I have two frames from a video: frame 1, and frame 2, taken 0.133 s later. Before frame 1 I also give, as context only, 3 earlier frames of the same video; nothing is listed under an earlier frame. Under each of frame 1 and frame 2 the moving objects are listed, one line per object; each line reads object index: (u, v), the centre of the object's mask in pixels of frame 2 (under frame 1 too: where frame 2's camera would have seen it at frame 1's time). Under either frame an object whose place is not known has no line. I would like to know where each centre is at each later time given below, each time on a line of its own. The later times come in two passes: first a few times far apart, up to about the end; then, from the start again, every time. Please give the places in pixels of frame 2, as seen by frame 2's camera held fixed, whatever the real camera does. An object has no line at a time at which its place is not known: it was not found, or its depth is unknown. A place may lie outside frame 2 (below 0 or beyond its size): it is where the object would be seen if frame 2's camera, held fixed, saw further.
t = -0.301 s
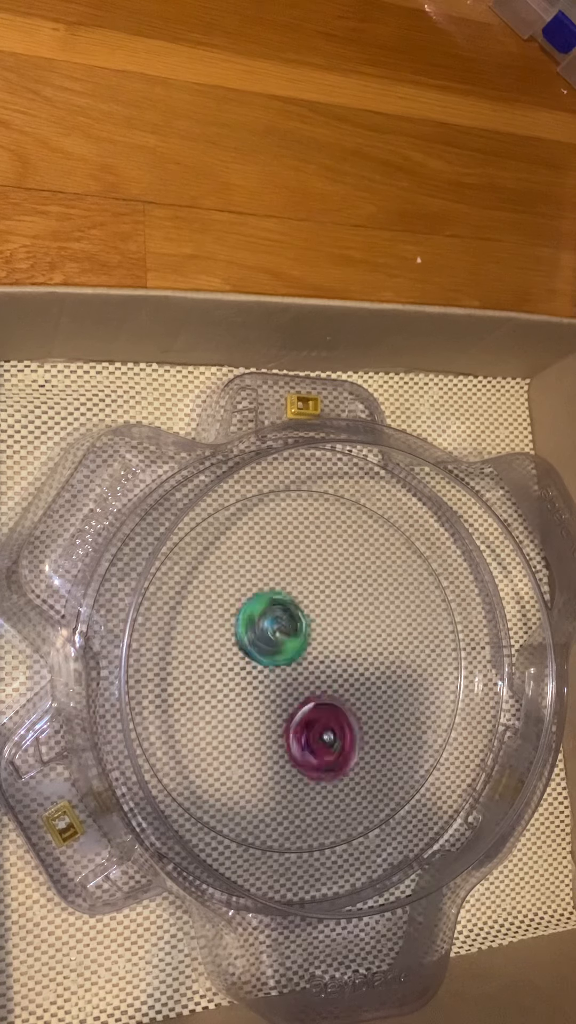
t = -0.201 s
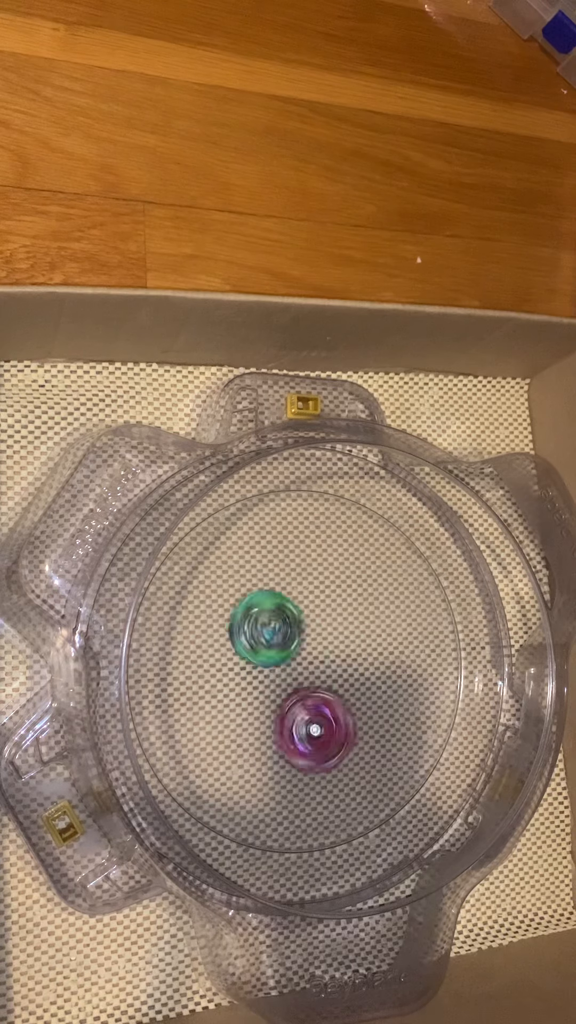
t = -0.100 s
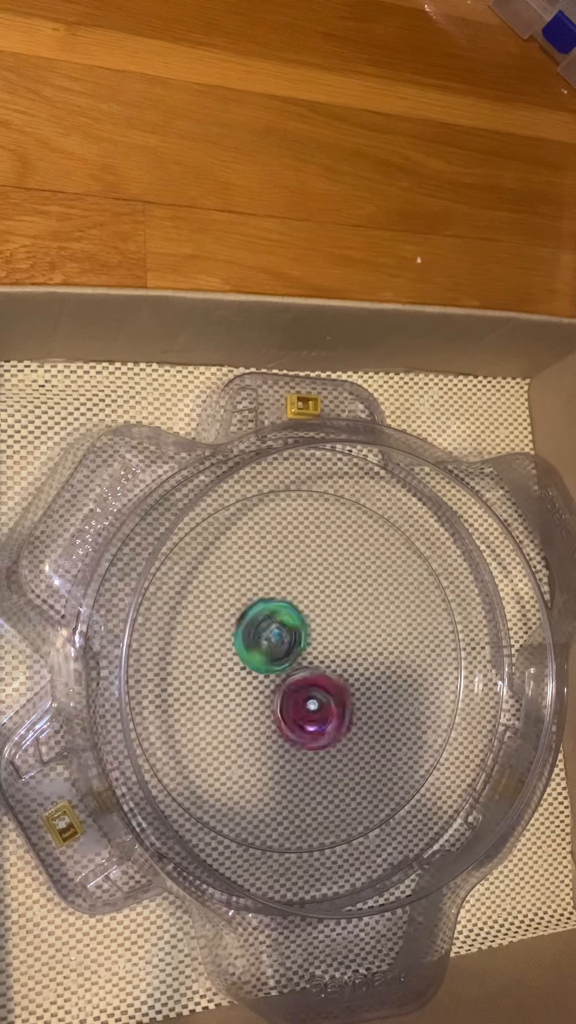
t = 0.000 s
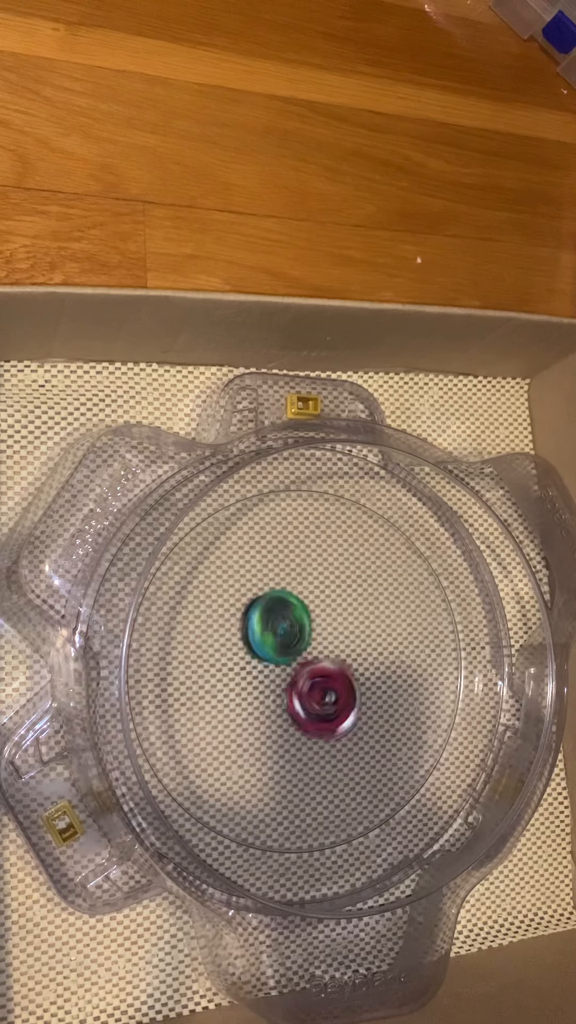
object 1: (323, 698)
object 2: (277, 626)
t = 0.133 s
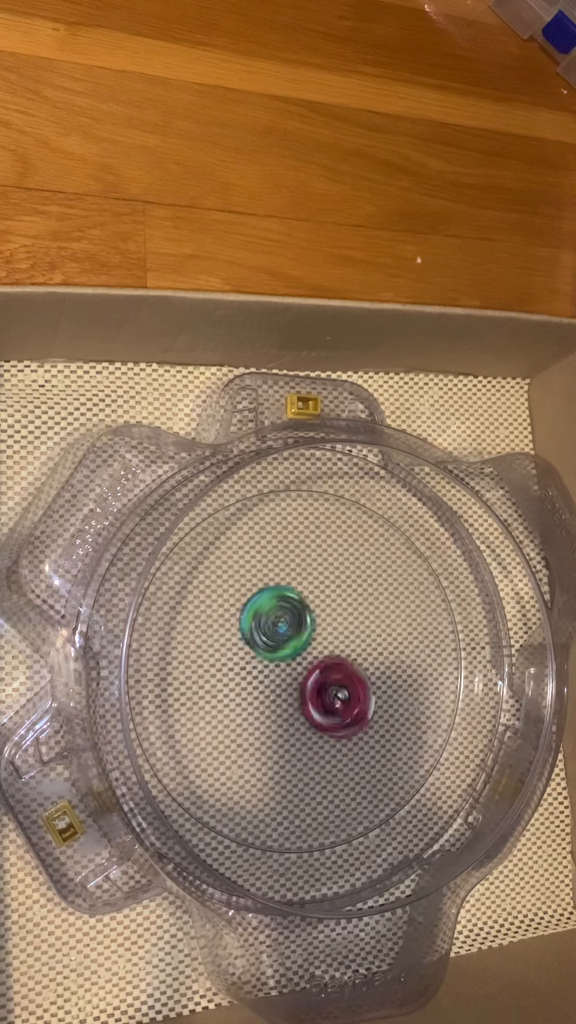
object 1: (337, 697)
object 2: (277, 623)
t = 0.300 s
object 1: (341, 691)
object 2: (283, 631)
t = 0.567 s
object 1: (351, 692)
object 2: (294, 636)
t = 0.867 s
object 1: (344, 689)
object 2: (287, 632)
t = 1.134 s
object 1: (340, 694)
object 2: (287, 638)
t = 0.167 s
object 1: (336, 695)
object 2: (277, 623)
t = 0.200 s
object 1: (334, 697)
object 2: (276, 625)
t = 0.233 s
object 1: (336, 697)
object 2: (278, 628)
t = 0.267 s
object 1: (338, 692)
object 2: (282, 631)
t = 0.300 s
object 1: (341, 691)
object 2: (283, 631)
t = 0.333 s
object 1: (345, 692)
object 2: (282, 631)
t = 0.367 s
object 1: (348, 690)
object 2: (282, 630)
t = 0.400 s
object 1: (349, 691)
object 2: (284, 631)
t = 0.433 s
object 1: (351, 696)
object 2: (285, 632)
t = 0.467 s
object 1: (352, 698)
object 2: (285, 634)
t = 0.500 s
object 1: (353, 697)
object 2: (289, 635)
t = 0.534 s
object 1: (353, 696)
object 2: (293, 635)
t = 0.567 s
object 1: (351, 692)
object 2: (294, 636)
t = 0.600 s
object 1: (348, 692)
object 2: (295, 637)
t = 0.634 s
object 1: (348, 695)
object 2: (292, 633)
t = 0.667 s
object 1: (351, 695)
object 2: (292, 631)
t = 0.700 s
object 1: (351, 693)
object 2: (292, 632)
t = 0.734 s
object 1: (348, 689)
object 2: (291, 633)
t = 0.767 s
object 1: (346, 689)
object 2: (288, 634)
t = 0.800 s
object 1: (345, 690)
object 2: (286, 633)
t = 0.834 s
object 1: (345, 689)
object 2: (286, 631)
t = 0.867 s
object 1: (344, 689)
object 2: (287, 632)
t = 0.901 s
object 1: (343, 690)
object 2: (287, 635)
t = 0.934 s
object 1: (344, 691)
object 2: (286, 639)
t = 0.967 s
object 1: (344, 691)
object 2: (285, 641)
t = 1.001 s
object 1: (344, 691)
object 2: (285, 641)
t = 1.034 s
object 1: (342, 693)
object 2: (286, 641)
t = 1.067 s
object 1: (341, 694)
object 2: (288, 640)
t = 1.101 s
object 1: (340, 695)
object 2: (288, 640)
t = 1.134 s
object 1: (340, 694)
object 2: (287, 638)
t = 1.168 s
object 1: (338, 694)
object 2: (285, 637)
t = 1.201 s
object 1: (336, 695)
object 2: (283, 639)
